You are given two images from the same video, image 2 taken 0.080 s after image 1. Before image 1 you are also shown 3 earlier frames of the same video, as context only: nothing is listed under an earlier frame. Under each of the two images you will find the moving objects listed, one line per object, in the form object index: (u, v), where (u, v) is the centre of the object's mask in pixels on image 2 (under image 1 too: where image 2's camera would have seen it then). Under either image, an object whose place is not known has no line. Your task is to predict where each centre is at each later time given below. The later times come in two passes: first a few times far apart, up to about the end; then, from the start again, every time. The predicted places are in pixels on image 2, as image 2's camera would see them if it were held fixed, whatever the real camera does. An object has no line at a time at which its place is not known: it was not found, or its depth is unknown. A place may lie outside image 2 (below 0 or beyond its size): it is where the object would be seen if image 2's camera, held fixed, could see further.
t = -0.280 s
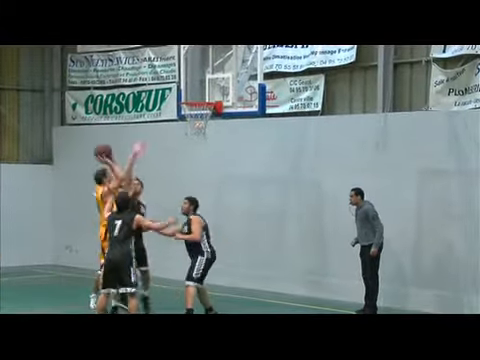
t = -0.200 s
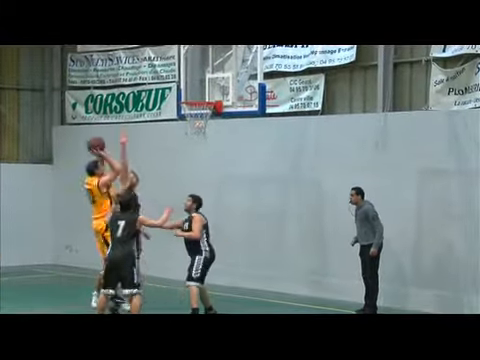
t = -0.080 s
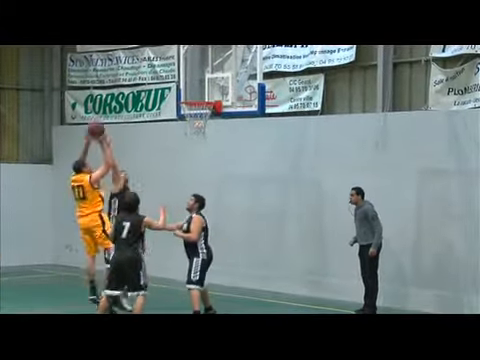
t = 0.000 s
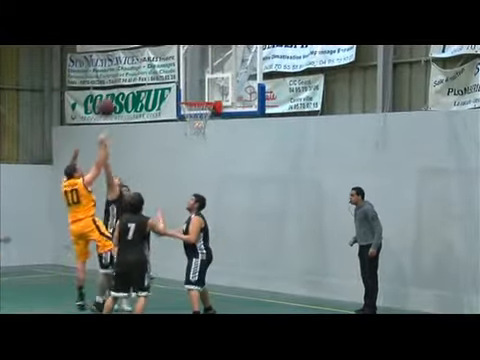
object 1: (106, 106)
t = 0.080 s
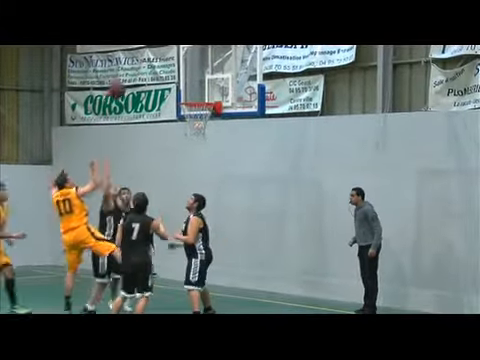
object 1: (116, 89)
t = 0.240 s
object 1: (137, 68)
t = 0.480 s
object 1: (167, 70)
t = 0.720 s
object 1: (195, 95)
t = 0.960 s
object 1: (214, 87)
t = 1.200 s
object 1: (228, 104)
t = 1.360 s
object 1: (226, 114)
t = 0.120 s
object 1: (122, 82)
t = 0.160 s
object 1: (127, 76)
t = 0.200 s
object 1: (133, 70)
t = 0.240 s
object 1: (137, 68)
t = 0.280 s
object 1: (143, 67)
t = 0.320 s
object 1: (148, 65)
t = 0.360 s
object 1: (152, 65)
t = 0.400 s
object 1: (157, 66)
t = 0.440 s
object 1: (162, 68)
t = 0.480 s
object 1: (167, 70)
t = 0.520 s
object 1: (171, 75)
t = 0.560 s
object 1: (176, 80)
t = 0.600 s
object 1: (181, 87)
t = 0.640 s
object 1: (186, 95)
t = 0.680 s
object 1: (190, 94)
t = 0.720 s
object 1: (195, 95)
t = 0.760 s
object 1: (200, 95)
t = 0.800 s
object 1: (206, 95)
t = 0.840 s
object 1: (208, 93)
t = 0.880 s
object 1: (210, 90)
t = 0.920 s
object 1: (212, 88)
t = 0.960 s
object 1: (214, 87)
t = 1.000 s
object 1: (215, 87)
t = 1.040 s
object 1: (218, 89)
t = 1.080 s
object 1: (221, 91)
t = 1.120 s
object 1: (222, 95)
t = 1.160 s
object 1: (225, 99)
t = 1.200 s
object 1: (228, 104)
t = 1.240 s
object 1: (229, 106)
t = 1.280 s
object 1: (229, 107)
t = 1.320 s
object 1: (228, 109)
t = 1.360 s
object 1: (226, 114)
